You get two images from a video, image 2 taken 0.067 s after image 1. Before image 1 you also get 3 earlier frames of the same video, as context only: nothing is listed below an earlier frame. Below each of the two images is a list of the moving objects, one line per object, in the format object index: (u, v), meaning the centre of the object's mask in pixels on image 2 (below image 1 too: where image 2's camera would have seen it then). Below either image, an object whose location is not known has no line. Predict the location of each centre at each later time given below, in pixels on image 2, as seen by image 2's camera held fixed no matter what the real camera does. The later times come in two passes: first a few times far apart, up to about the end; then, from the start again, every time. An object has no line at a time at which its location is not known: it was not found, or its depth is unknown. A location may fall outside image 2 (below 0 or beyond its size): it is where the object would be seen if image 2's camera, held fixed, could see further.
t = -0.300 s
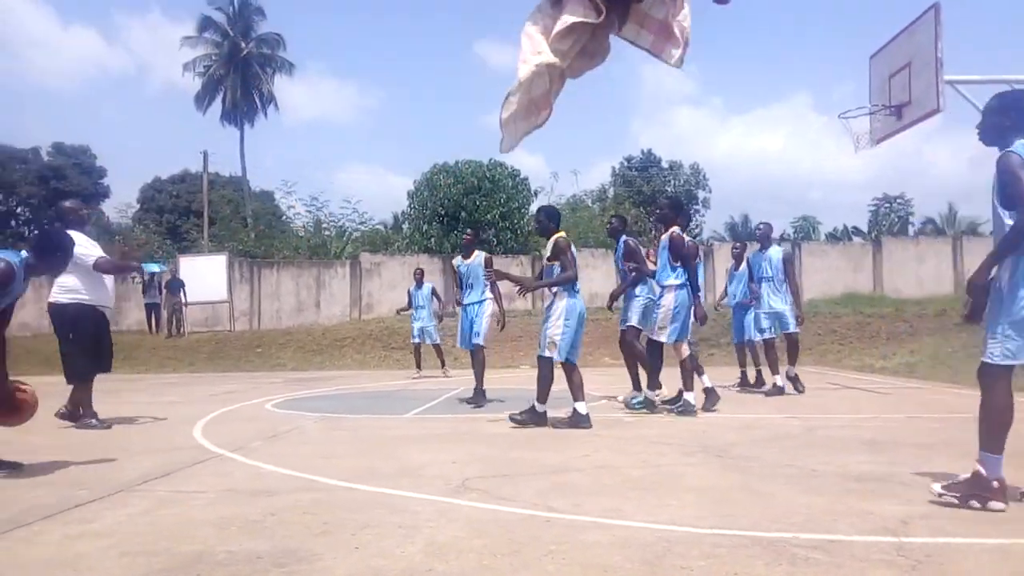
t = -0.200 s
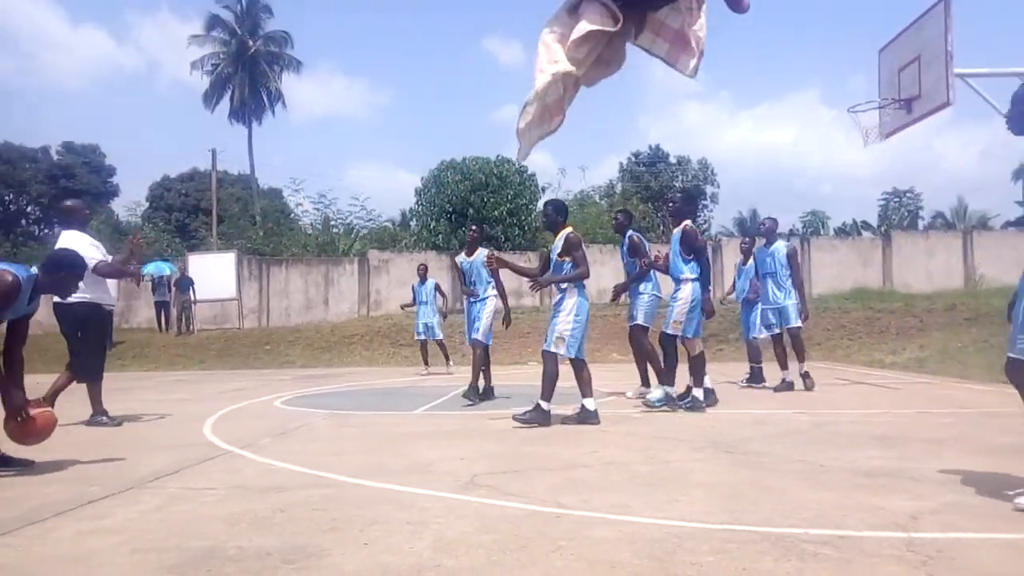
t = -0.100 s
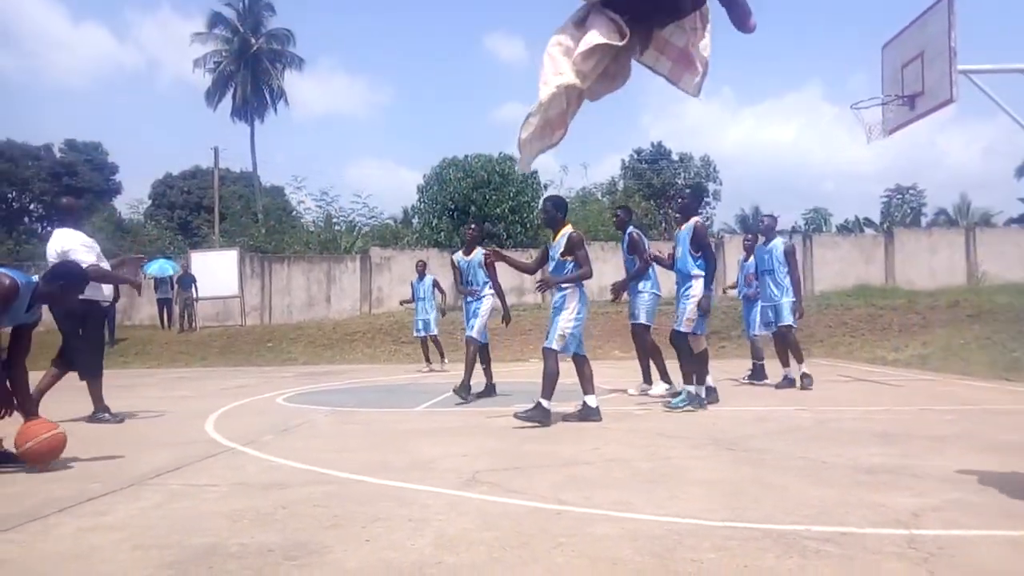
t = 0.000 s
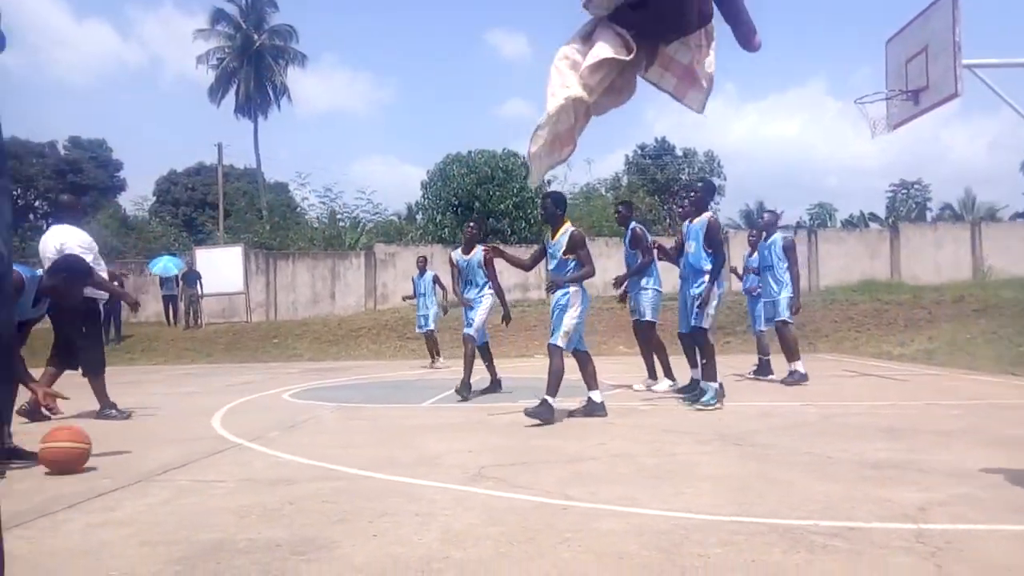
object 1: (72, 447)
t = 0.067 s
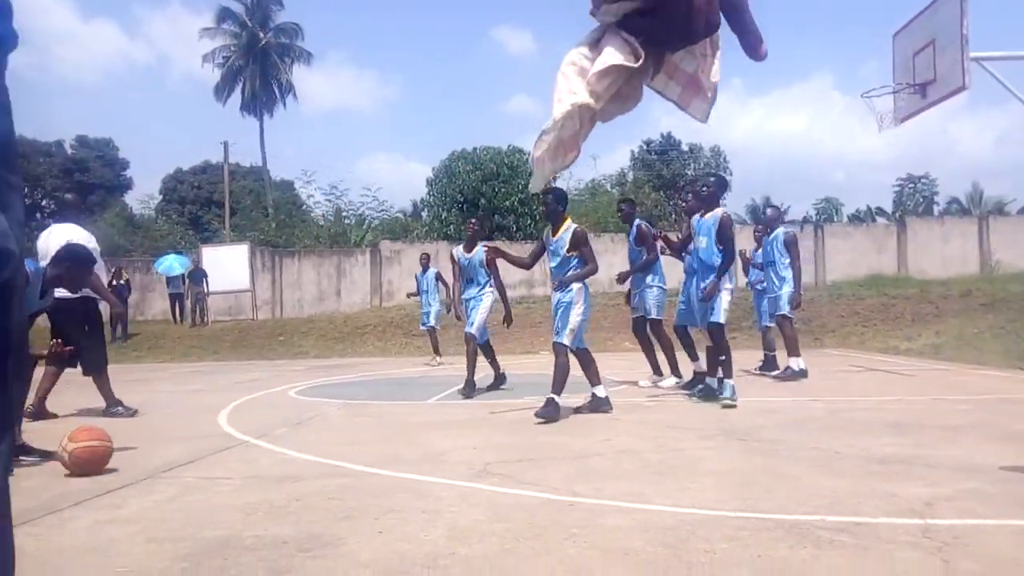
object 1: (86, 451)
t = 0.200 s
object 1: (115, 457)
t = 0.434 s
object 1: (173, 469)
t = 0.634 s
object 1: (236, 483)
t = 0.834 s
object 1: (315, 504)
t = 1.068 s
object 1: (437, 537)
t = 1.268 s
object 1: (582, 559)
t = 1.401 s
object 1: (711, 566)
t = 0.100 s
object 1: (93, 451)
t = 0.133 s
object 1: (101, 454)
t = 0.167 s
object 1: (108, 454)
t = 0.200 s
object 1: (115, 457)
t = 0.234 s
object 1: (123, 457)
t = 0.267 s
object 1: (130, 458)
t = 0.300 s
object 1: (138, 461)
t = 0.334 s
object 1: (147, 465)
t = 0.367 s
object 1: (156, 464)
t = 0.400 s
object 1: (165, 466)
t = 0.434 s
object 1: (173, 469)
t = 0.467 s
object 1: (183, 474)
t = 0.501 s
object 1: (193, 474)
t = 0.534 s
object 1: (203, 476)
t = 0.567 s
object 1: (214, 481)
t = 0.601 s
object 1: (224, 481)
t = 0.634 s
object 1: (236, 483)
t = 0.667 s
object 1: (248, 489)
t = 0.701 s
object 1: (260, 490)
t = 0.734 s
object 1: (273, 493)
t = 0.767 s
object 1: (287, 499)
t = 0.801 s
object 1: (300, 500)
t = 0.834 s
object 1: (315, 504)
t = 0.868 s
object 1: (330, 509)
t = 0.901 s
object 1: (346, 513)
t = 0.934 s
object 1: (363, 517)
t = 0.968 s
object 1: (381, 522)
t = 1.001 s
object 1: (399, 526)
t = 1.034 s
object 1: (418, 533)
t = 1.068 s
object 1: (437, 537)
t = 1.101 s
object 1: (459, 540)
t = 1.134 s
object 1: (481, 546)
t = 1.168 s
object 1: (504, 549)
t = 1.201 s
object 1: (529, 553)
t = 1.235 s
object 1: (556, 556)
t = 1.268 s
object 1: (582, 559)
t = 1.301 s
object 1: (613, 559)
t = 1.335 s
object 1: (643, 563)
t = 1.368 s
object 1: (677, 565)
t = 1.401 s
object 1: (711, 566)
